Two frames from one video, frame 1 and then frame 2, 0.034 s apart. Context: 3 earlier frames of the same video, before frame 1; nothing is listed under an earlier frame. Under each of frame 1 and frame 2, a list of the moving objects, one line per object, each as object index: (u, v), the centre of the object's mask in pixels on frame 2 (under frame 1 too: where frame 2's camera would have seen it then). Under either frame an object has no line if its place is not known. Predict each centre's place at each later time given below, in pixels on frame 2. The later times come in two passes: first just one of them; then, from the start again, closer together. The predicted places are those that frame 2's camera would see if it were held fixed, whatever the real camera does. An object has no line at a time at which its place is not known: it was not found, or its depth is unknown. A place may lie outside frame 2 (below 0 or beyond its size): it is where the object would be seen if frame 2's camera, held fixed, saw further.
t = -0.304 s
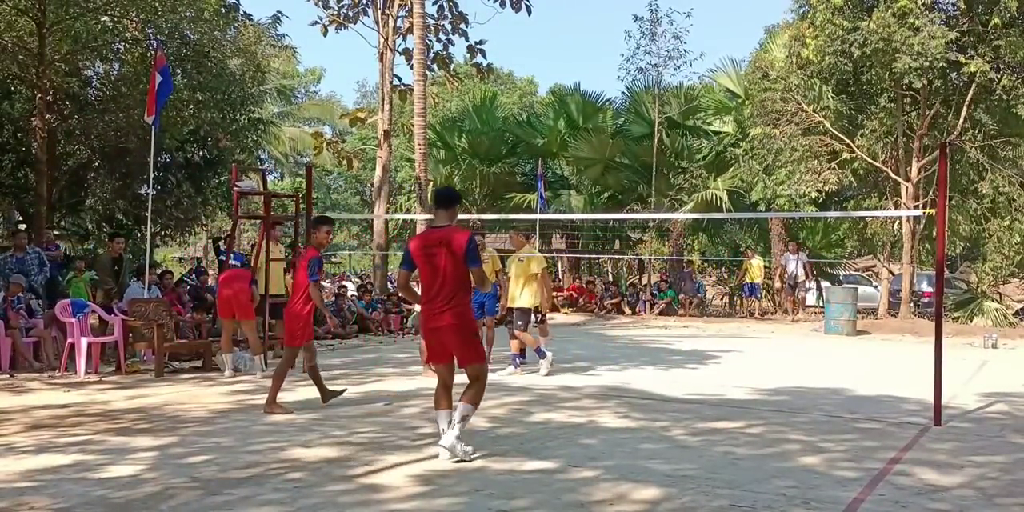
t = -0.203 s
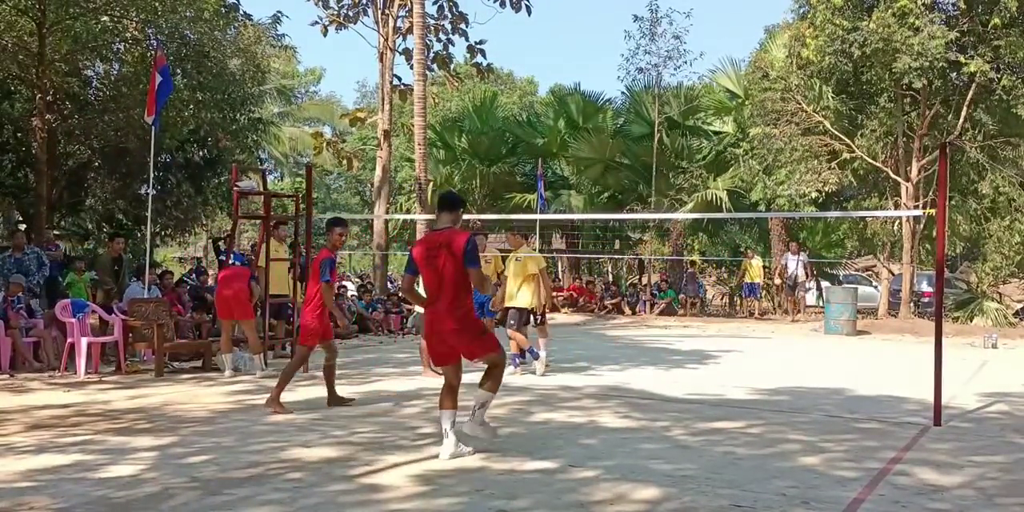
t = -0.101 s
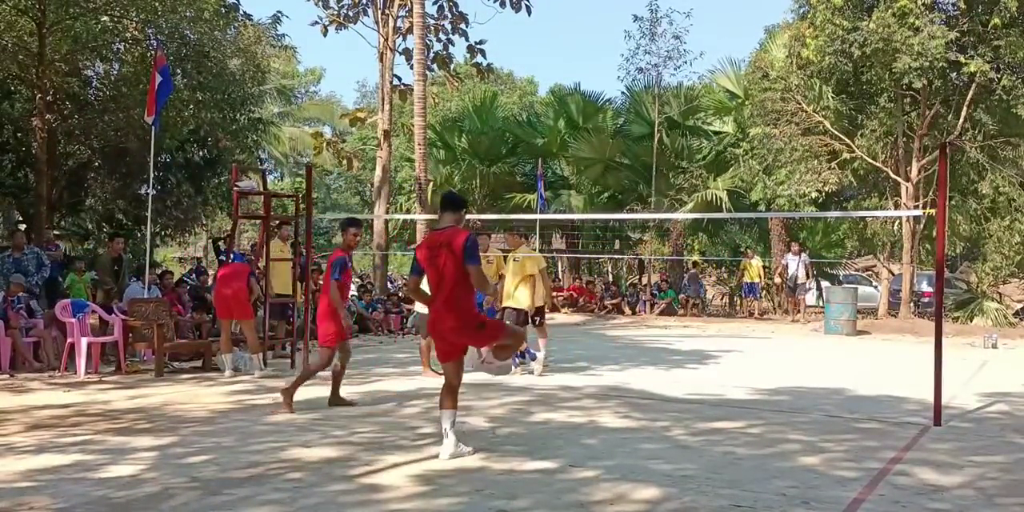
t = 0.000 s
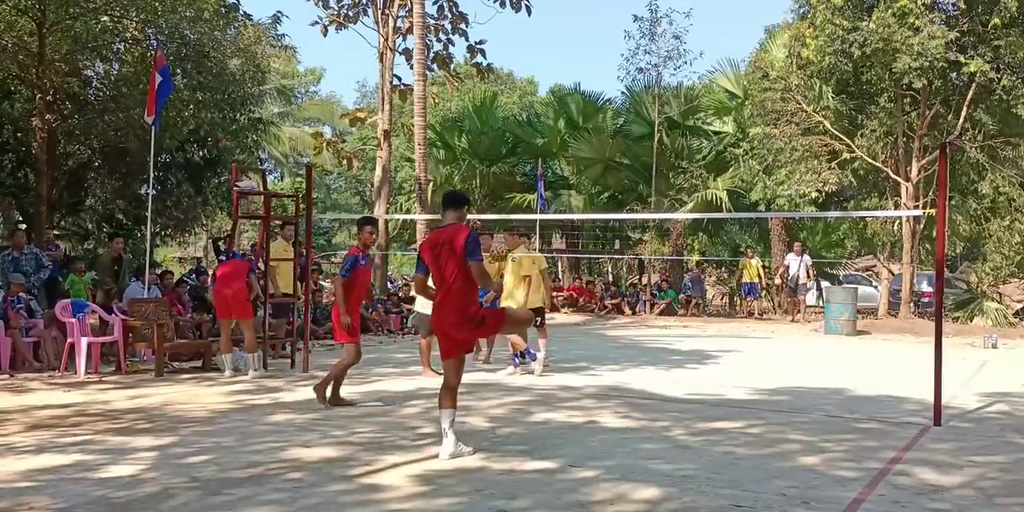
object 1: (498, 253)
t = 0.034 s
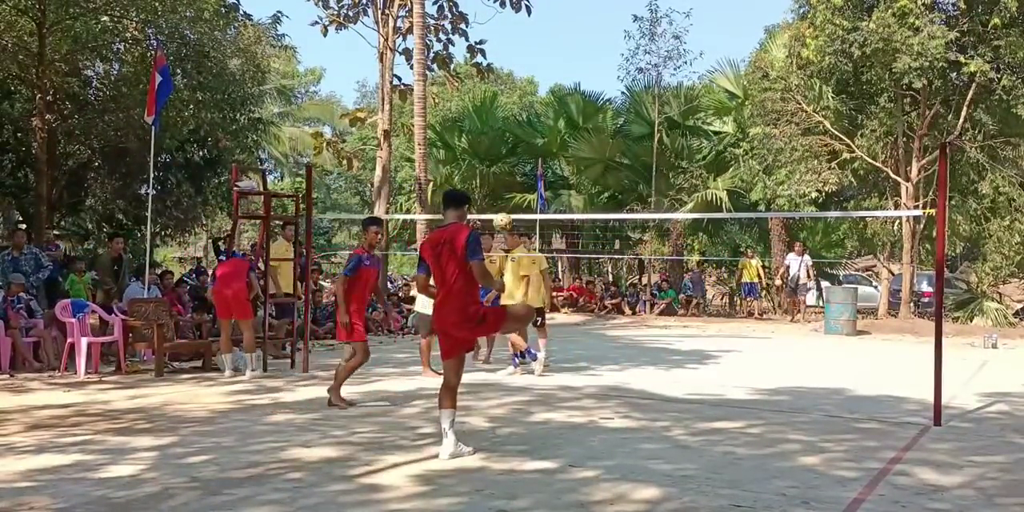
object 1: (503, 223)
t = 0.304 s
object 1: (530, 47)
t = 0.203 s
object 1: (519, 98)
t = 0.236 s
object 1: (523, 79)
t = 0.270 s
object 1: (526, 62)
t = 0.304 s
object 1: (530, 47)
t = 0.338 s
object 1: (532, 33)
